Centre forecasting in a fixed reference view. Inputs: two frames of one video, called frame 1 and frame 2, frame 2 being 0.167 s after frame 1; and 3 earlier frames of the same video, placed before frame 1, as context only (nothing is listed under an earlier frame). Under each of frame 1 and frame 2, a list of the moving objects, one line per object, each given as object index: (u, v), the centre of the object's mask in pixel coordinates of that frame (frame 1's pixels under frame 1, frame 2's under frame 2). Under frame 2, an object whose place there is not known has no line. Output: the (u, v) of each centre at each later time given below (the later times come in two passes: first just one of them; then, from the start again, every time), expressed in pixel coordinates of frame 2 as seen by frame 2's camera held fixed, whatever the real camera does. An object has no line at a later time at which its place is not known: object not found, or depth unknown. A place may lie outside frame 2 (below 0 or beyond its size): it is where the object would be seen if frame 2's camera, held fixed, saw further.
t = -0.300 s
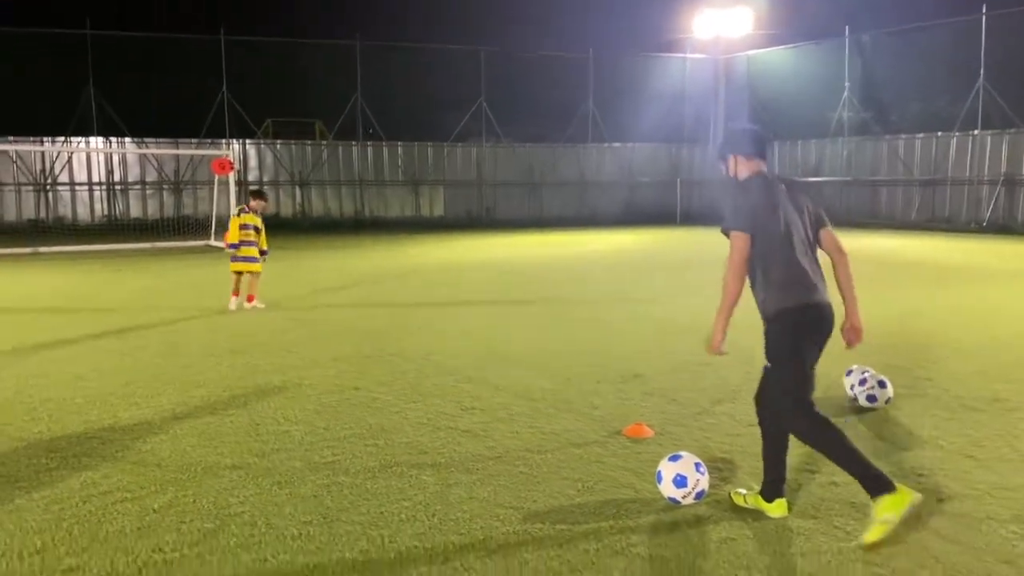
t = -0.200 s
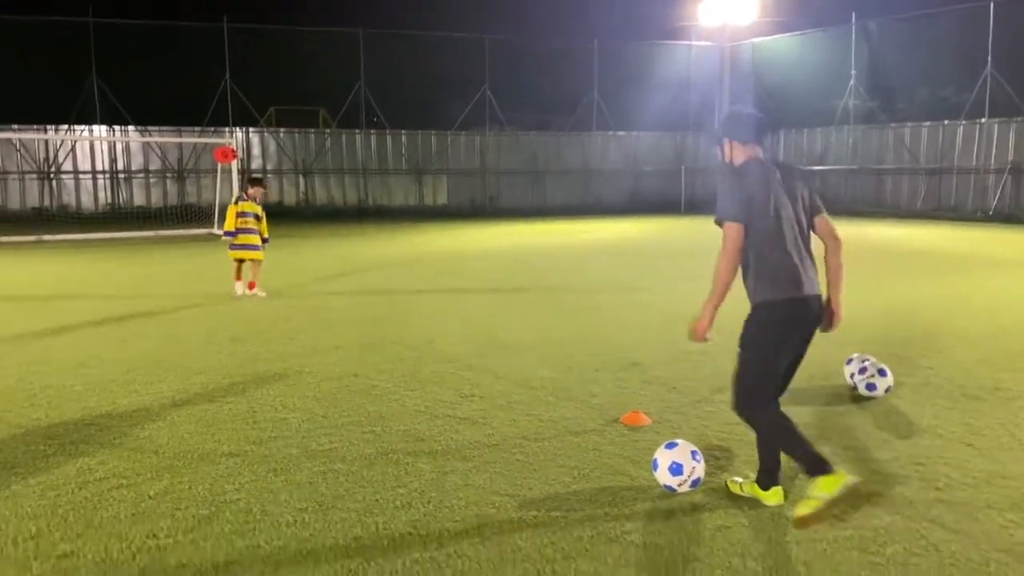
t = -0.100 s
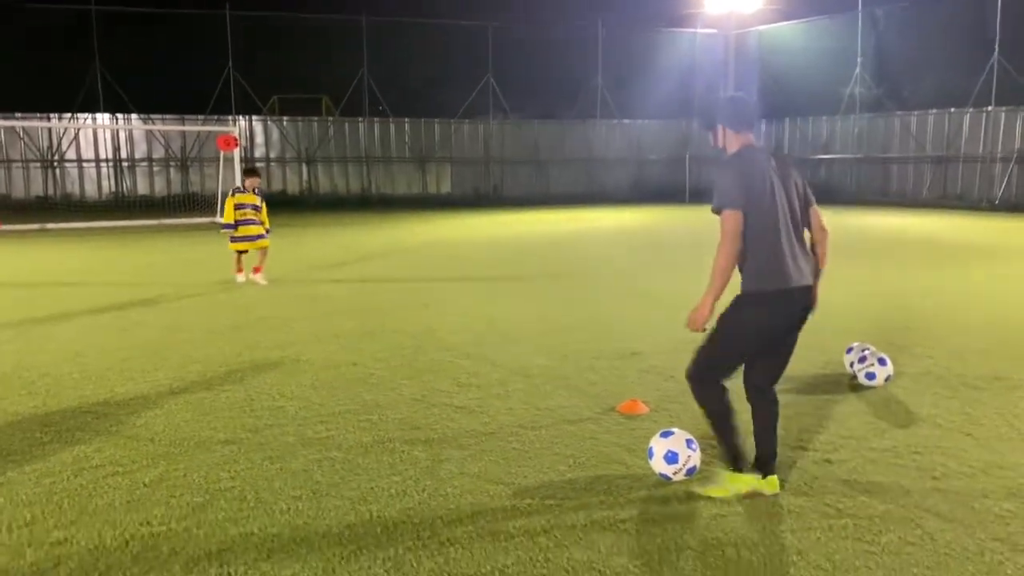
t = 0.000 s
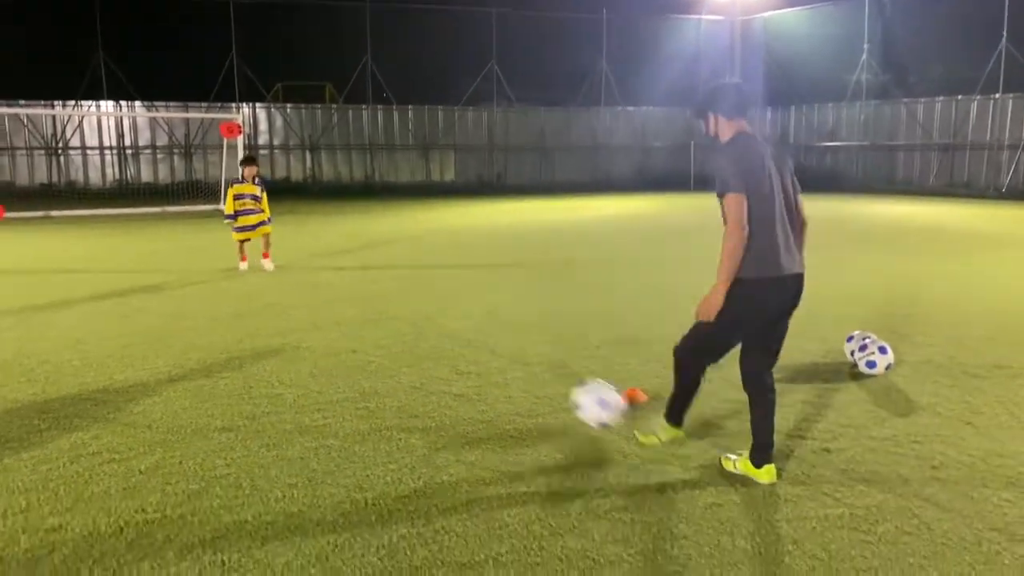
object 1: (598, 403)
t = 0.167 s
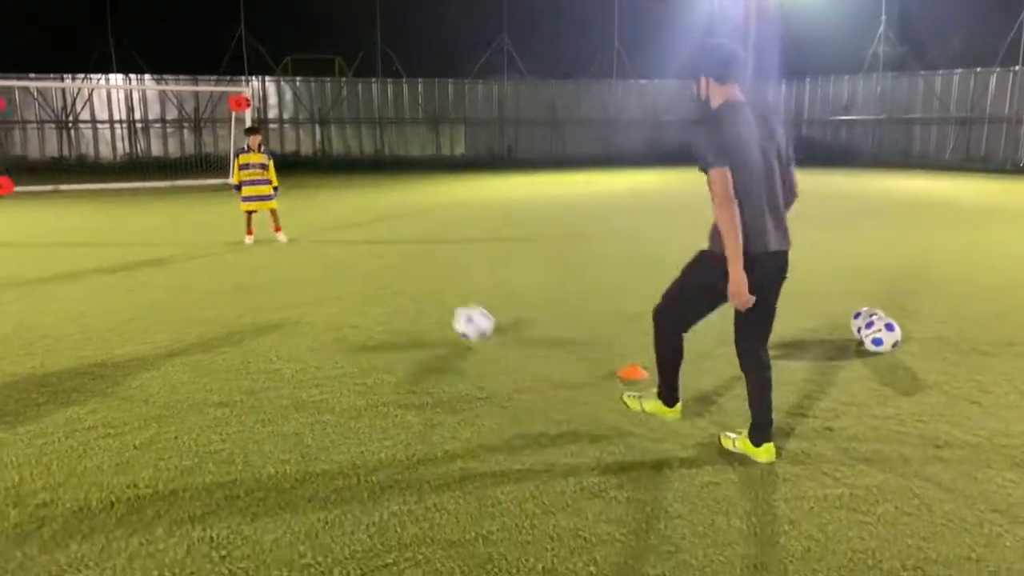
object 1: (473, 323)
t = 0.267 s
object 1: (425, 304)
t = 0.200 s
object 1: (455, 314)
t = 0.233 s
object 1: (440, 308)
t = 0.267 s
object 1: (425, 304)
